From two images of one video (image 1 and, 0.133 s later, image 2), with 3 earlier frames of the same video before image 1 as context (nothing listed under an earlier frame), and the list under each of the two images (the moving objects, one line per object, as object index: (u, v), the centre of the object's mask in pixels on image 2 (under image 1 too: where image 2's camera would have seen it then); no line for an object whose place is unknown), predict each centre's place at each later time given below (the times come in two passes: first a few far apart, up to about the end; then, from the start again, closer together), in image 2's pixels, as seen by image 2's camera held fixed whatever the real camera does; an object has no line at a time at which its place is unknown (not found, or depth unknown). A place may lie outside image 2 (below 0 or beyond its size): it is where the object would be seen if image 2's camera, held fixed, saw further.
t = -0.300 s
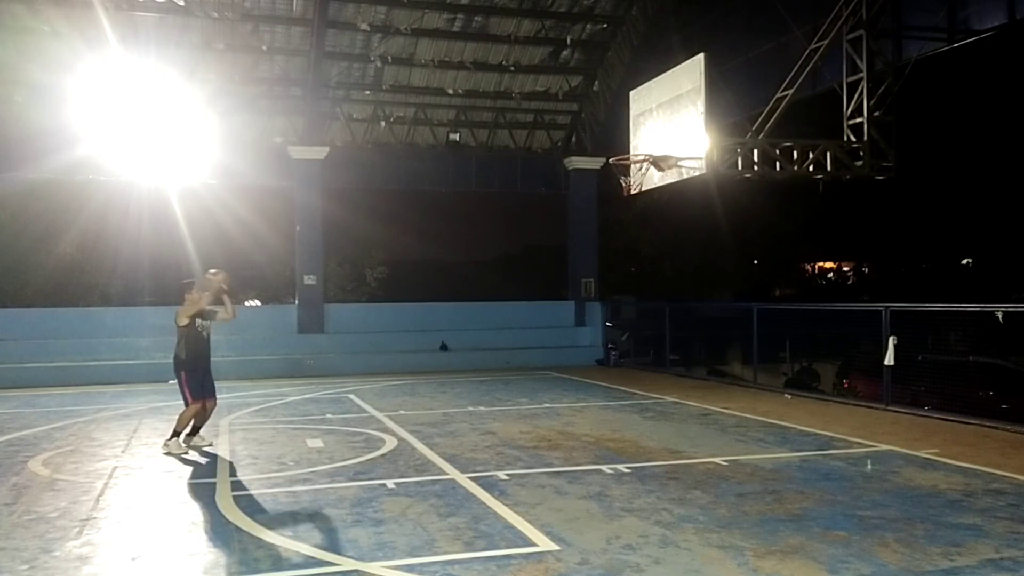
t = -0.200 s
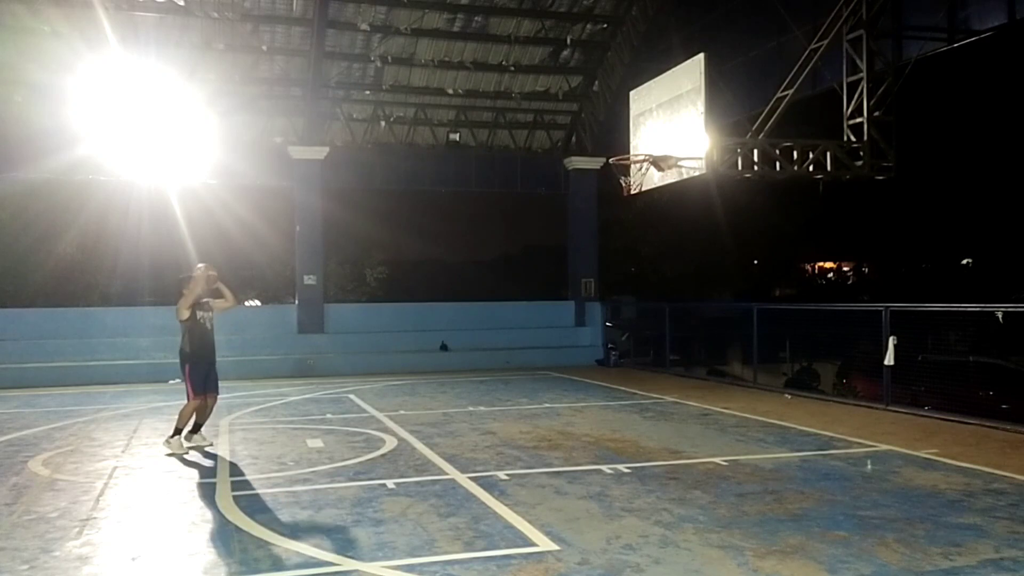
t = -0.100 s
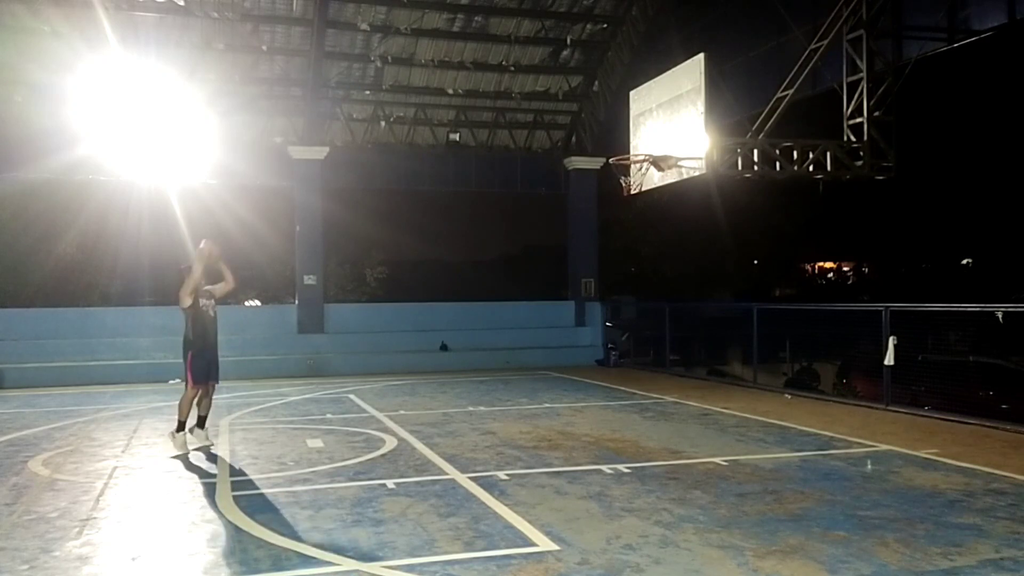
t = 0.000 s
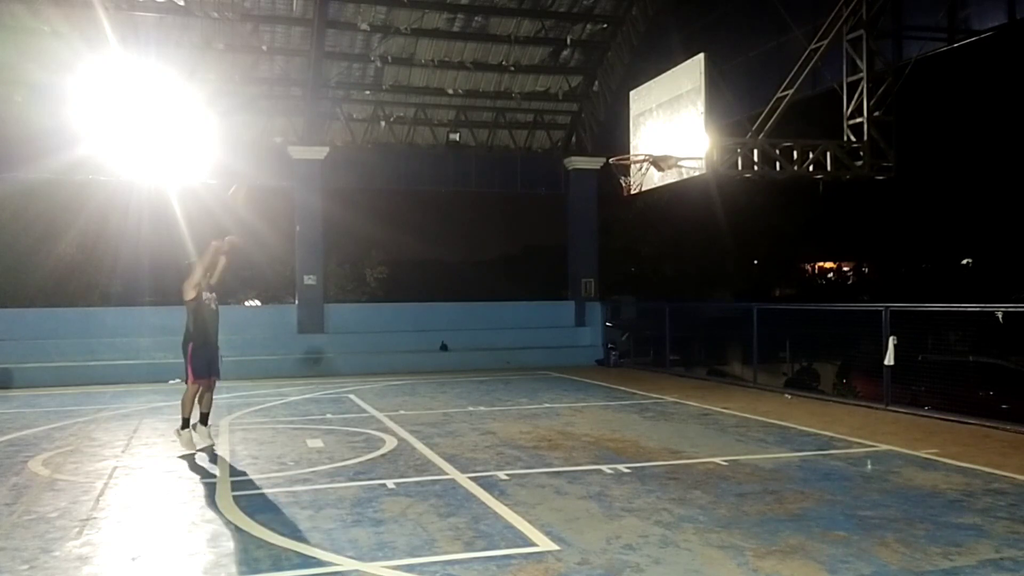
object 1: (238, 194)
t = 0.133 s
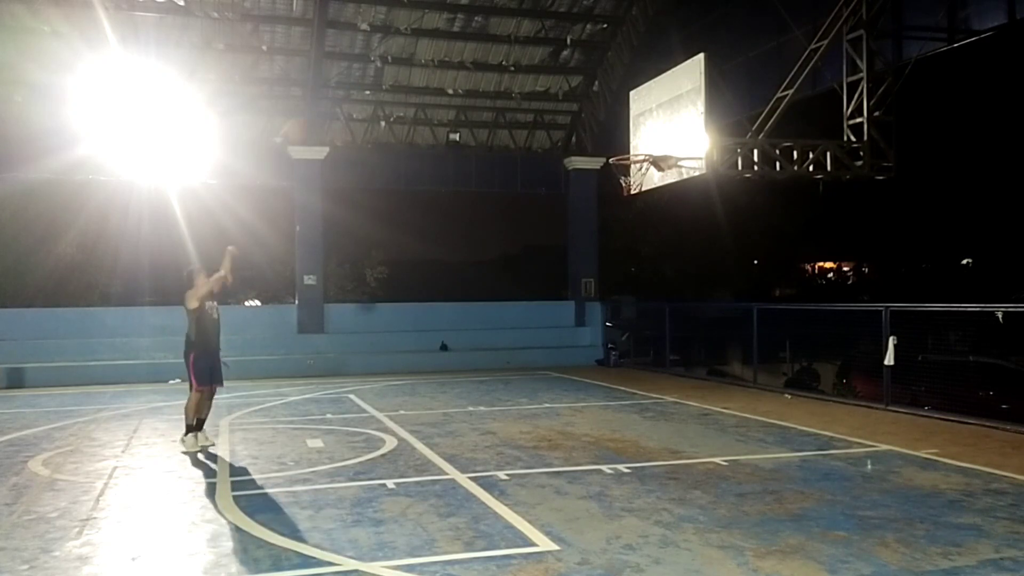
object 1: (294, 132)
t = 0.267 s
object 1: (345, 86)
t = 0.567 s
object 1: (457, 43)
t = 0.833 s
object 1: (550, 76)
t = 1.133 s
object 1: (648, 184)
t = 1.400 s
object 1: (693, 261)
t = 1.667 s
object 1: (740, 398)
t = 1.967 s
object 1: (740, 311)
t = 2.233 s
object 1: (735, 271)
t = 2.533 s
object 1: (731, 299)
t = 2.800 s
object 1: (727, 388)
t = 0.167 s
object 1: (307, 118)
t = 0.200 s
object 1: (320, 107)
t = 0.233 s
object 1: (335, 95)
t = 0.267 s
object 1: (345, 86)
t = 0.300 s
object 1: (358, 77)
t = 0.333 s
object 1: (371, 69)
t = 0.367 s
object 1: (383, 63)
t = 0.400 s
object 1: (396, 58)
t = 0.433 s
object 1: (407, 53)
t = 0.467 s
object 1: (421, 48)
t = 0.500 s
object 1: (433, 45)
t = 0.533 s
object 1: (445, 44)
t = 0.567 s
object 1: (457, 43)
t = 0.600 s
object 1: (468, 44)
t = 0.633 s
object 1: (479, 45)
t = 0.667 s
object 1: (491, 48)
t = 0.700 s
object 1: (503, 52)
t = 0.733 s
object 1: (514, 57)
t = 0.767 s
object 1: (525, 62)
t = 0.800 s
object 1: (537, 69)
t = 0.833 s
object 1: (550, 76)
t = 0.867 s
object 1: (560, 86)
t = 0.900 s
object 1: (572, 96)
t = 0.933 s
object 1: (583, 105)
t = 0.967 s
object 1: (594, 116)
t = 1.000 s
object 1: (606, 128)
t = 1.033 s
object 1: (616, 141)
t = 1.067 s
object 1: (625, 152)
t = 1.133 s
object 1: (648, 184)
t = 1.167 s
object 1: (654, 191)
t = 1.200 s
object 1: (659, 197)
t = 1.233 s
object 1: (665, 205)
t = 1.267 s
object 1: (671, 214)
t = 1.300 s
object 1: (676, 224)
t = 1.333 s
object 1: (682, 235)
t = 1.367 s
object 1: (688, 248)
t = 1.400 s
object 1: (693, 261)
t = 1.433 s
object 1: (699, 275)
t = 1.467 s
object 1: (706, 290)
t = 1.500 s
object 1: (712, 305)
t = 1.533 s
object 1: (717, 322)
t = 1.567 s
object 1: (723, 339)
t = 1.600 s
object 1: (729, 359)
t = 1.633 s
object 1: (734, 376)
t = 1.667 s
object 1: (740, 398)
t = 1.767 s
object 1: (742, 380)
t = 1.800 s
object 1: (743, 367)
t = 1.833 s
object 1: (742, 355)
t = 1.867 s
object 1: (742, 341)
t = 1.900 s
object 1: (741, 330)
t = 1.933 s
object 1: (741, 320)
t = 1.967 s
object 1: (740, 311)
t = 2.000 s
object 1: (739, 302)
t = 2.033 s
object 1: (739, 294)
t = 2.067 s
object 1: (738, 288)
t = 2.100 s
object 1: (738, 283)
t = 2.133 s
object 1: (737, 279)
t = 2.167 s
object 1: (736, 275)
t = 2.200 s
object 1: (736, 272)
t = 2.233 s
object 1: (735, 271)
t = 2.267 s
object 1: (735, 270)
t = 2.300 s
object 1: (734, 270)
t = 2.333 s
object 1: (734, 271)
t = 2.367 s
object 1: (733, 273)
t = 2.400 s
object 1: (733, 276)
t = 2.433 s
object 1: (732, 281)
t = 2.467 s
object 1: (732, 286)
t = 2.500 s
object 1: (731, 292)
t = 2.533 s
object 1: (731, 299)
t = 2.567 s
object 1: (731, 307)
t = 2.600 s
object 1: (730, 315)
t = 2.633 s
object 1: (730, 325)
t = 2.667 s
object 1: (730, 336)
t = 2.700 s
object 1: (729, 348)
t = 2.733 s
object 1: (729, 361)
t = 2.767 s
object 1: (728, 373)
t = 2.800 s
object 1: (727, 388)
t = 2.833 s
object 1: (728, 404)
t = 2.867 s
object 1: (728, 408)
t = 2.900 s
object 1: (726, 396)
